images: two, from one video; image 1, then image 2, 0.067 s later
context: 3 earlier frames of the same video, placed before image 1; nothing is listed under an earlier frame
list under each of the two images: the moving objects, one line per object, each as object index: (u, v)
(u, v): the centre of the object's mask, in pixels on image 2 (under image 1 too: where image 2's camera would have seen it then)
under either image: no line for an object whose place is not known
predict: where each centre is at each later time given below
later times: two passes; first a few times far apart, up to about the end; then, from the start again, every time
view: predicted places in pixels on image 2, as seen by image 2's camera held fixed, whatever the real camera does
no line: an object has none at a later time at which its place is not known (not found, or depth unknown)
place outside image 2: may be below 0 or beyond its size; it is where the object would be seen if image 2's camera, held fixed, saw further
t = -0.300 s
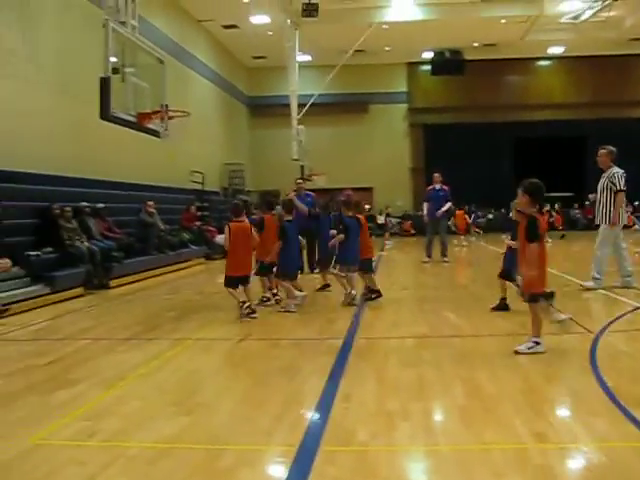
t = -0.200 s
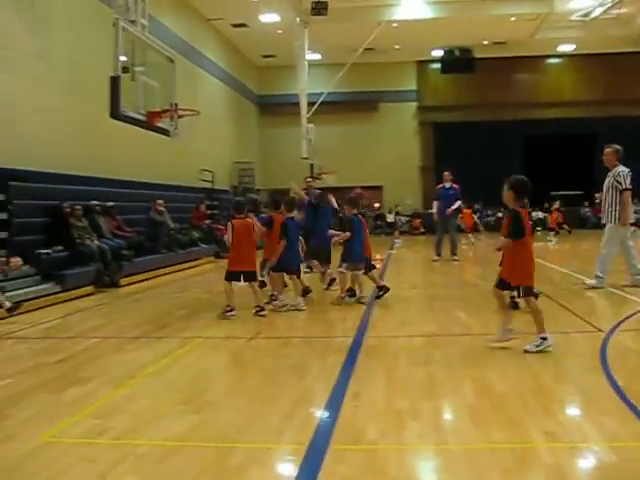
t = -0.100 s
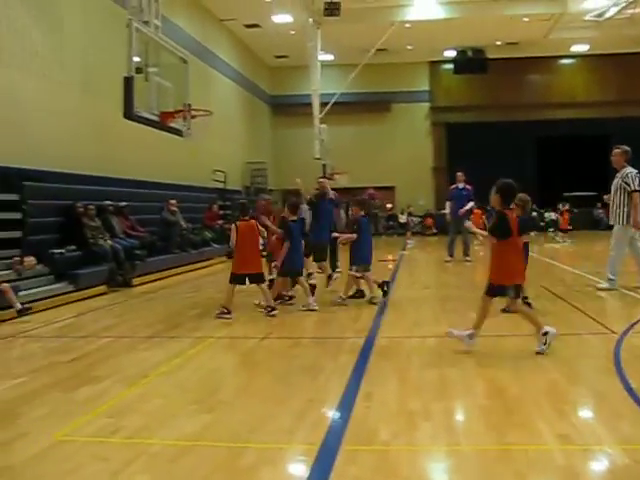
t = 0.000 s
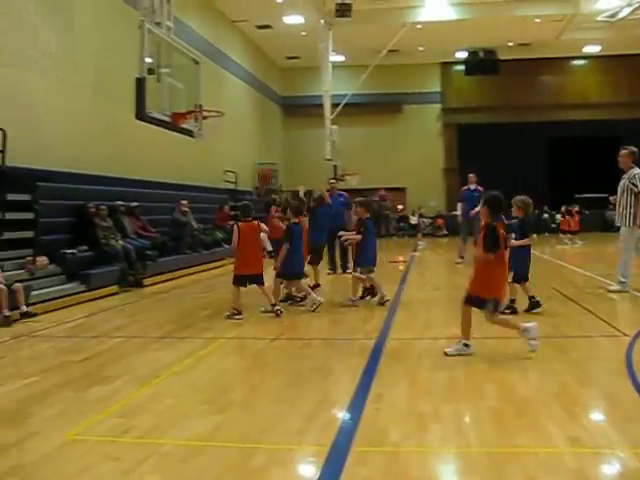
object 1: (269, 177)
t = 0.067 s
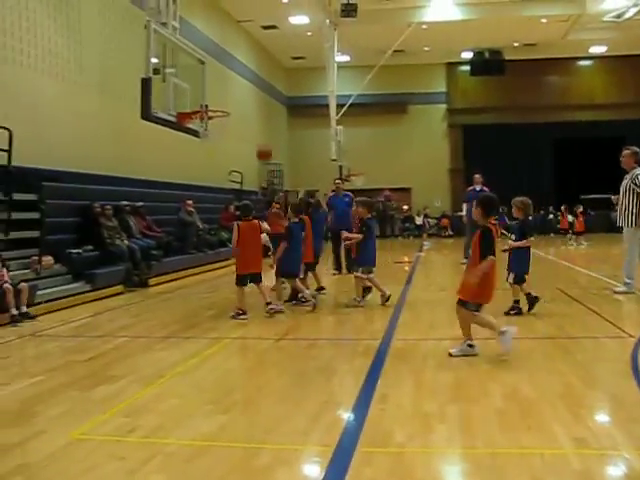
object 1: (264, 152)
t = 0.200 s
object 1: (251, 118)
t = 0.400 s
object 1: (230, 85)
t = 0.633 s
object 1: (205, 83)
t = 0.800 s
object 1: (184, 107)
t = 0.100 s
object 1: (261, 143)
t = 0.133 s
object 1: (258, 135)
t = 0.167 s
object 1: (254, 126)
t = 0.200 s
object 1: (251, 118)
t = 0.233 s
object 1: (248, 111)
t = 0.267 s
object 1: (244, 104)
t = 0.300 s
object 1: (241, 98)
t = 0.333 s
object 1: (237, 93)
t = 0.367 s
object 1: (234, 89)
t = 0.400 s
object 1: (230, 85)
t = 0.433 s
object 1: (227, 82)
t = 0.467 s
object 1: (223, 80)
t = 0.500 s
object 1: (220, 79)
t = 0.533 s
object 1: (216, 79)
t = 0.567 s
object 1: (213, 79)
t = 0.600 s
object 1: (209, 80)
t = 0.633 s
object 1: (205, 83)
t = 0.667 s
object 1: (201, 86)
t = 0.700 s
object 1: (197, 90)
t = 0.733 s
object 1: (192, 95)
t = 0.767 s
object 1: (189, 100)
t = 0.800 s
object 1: (184, 107)
